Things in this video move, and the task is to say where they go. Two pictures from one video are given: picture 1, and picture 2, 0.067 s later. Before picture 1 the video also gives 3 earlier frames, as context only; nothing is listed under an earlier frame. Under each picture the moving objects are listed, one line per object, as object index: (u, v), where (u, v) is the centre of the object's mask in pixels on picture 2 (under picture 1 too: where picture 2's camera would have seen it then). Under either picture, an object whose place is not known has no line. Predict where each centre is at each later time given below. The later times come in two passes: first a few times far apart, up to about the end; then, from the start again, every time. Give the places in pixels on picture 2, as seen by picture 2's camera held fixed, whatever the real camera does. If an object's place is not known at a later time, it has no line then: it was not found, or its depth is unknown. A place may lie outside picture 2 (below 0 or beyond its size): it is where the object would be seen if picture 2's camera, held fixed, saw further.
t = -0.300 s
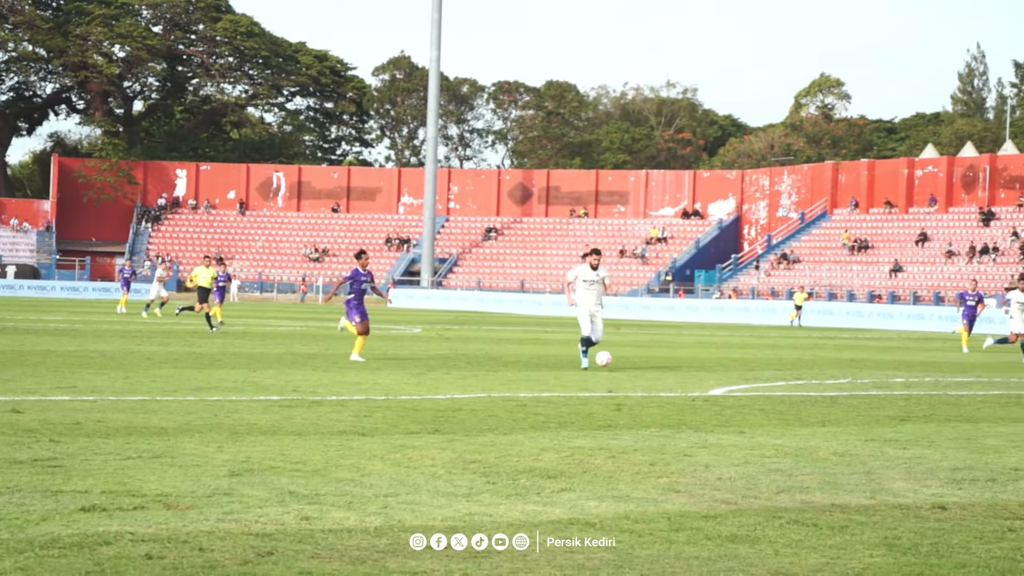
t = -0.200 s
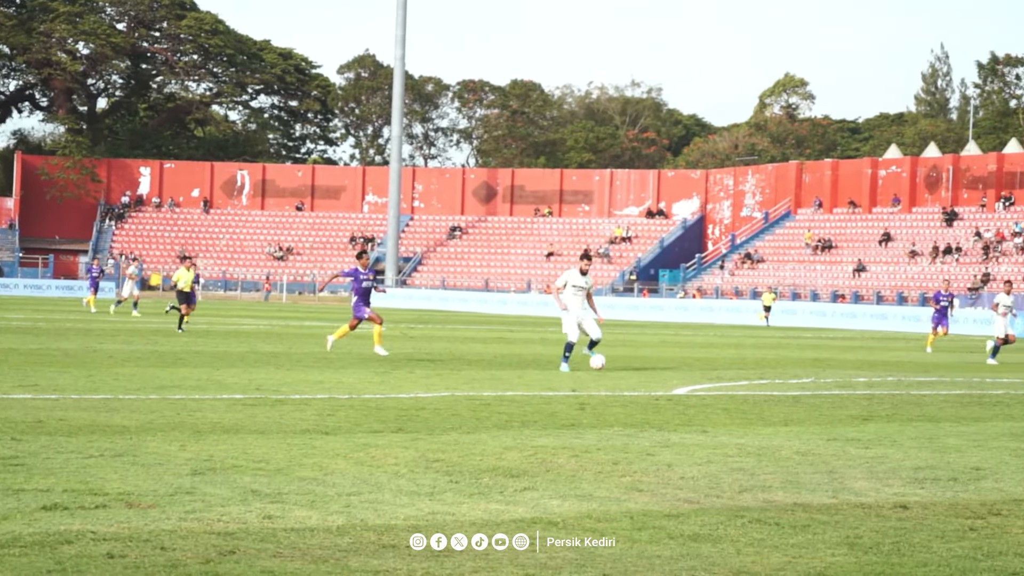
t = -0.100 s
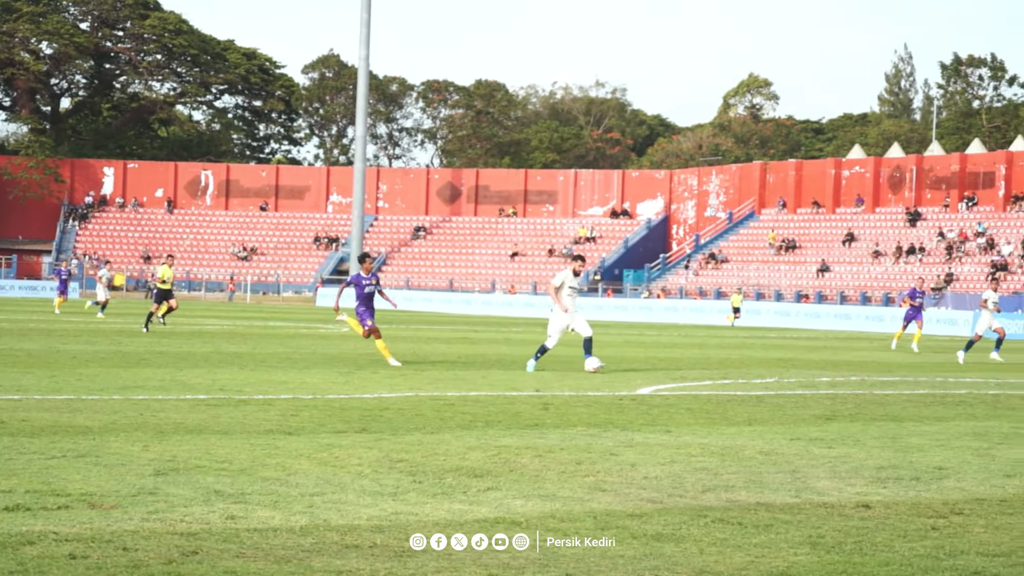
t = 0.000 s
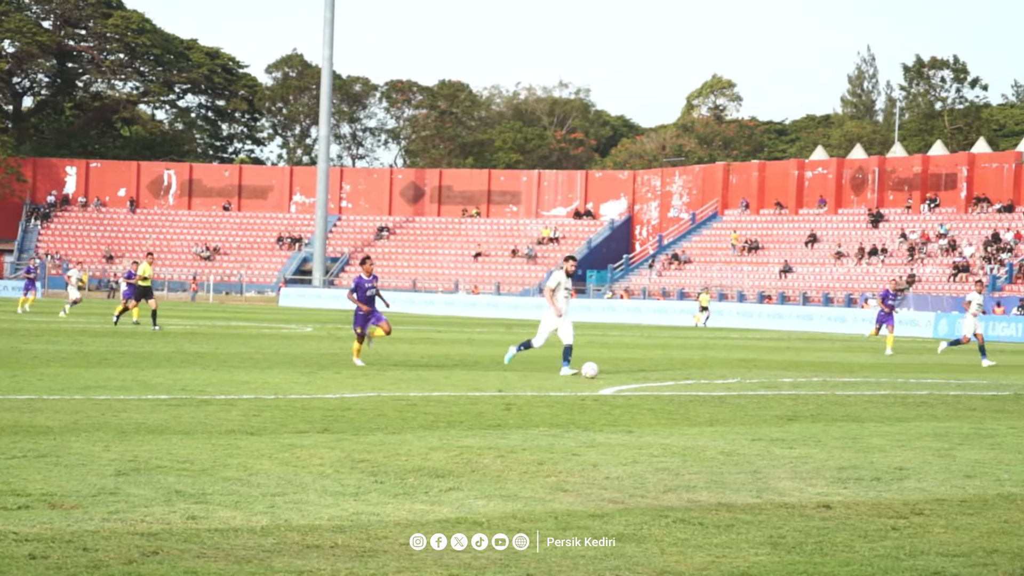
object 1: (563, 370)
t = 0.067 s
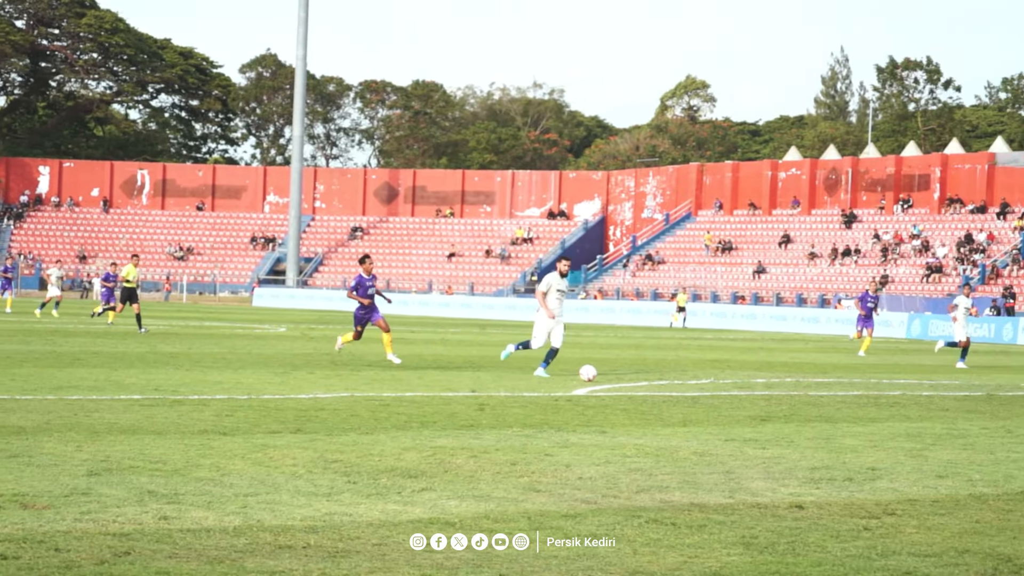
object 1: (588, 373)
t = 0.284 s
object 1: (663, 379)
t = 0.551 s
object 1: (766, 388)
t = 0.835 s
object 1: (873, 399)
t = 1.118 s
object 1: (999, 416)
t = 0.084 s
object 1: (591, 373)
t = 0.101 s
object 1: (598, 373)
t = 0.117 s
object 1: (605, 374)
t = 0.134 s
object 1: (609, 374)
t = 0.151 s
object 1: (616, 375)
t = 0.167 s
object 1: (623, 376)
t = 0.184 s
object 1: (627, 377)
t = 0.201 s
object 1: (635, 379)
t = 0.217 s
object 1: (642, 380)
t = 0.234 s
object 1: (645, 381)
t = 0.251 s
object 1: (652, 381)
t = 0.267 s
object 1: (660, 379)
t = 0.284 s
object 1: (663, 379)
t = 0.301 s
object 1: (671, 378)
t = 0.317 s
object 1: (678, 377)
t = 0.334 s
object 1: (682, 377)
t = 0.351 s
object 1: (690, 377)
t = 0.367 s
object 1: (697, 378)
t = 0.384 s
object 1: (701, 378)
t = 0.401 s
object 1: (708, 379)
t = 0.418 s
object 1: (716, 381)
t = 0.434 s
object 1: (720, 382)
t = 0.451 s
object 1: (728, 384)
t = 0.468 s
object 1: (736, 387)
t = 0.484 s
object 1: (740, 388)
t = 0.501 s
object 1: (748, 390)
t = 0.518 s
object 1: (755, 390)
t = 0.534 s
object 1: (759, 389)
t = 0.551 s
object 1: (766, 388)
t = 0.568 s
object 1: (773, 387)
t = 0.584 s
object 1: (777, 387)
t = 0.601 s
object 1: (785, 386)
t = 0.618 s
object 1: (792, 386)
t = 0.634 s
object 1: (796, 387)
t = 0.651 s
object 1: (803, 387)
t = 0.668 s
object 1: (811, 388)
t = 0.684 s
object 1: (815, 389)
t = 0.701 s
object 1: (823, 392)
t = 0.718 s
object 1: (831, 395)
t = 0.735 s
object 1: (835, 396)
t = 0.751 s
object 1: (843, 399)
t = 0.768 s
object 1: (851, 402)
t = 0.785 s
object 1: (855, 403)
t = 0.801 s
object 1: (862, 401)
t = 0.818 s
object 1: (869, 400)
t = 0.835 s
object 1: (873, 399)
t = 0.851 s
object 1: (882, 398)
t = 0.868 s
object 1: (890, 398)
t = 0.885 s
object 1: (894, 398)
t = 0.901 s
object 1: (902, 398)
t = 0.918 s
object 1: (910, 399)
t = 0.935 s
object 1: (918, 400)
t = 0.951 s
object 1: (922, 400)
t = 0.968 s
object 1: (930, 402)
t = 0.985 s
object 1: (939, 405)
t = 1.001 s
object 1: (943, 406)
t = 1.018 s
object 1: (952, 409)
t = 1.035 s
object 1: (960, 413)
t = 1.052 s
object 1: (965, 415)
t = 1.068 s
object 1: (974, 418)
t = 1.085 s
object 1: (984, 417)
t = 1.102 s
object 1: (989, 416)
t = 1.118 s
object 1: (999, 416)
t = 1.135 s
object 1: (1009, 416)
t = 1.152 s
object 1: (1014, 416)
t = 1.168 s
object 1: (1024, 416)
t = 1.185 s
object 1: (1034, 417)
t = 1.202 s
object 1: (1040, 418)
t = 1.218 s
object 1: (1050, 420)
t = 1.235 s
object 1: (1061, 422)
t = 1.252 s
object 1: (1067, 424)
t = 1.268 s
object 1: (1078, 426)
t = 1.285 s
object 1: (1090, 428)
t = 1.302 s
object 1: (1095, 429)
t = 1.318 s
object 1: (1107, 430)
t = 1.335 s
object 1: (1119, 431)
